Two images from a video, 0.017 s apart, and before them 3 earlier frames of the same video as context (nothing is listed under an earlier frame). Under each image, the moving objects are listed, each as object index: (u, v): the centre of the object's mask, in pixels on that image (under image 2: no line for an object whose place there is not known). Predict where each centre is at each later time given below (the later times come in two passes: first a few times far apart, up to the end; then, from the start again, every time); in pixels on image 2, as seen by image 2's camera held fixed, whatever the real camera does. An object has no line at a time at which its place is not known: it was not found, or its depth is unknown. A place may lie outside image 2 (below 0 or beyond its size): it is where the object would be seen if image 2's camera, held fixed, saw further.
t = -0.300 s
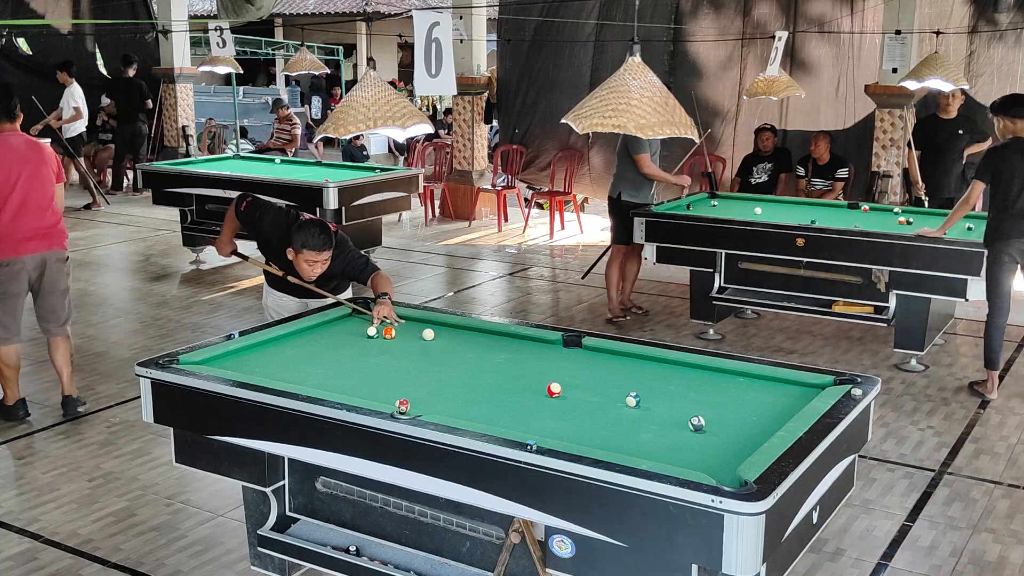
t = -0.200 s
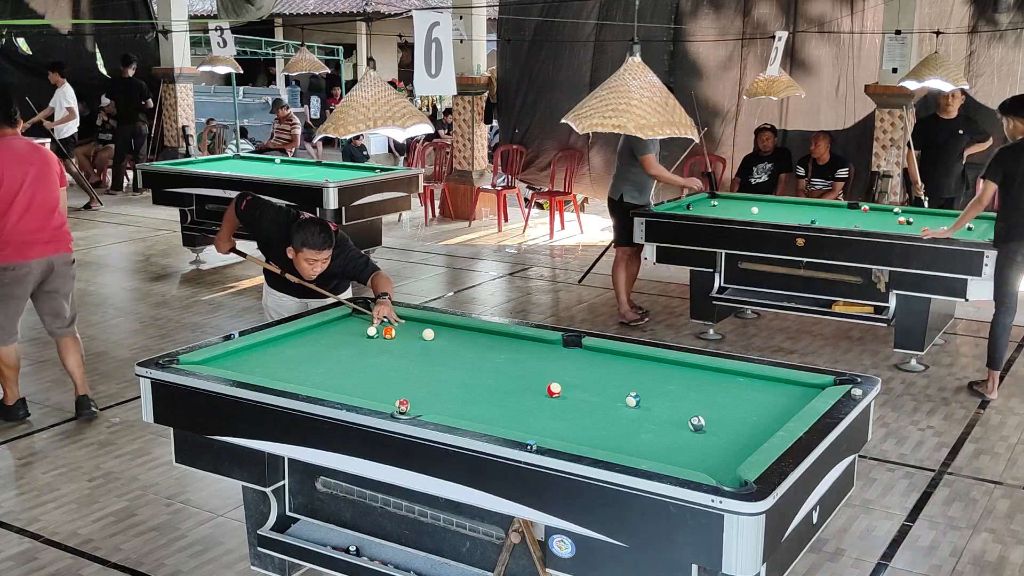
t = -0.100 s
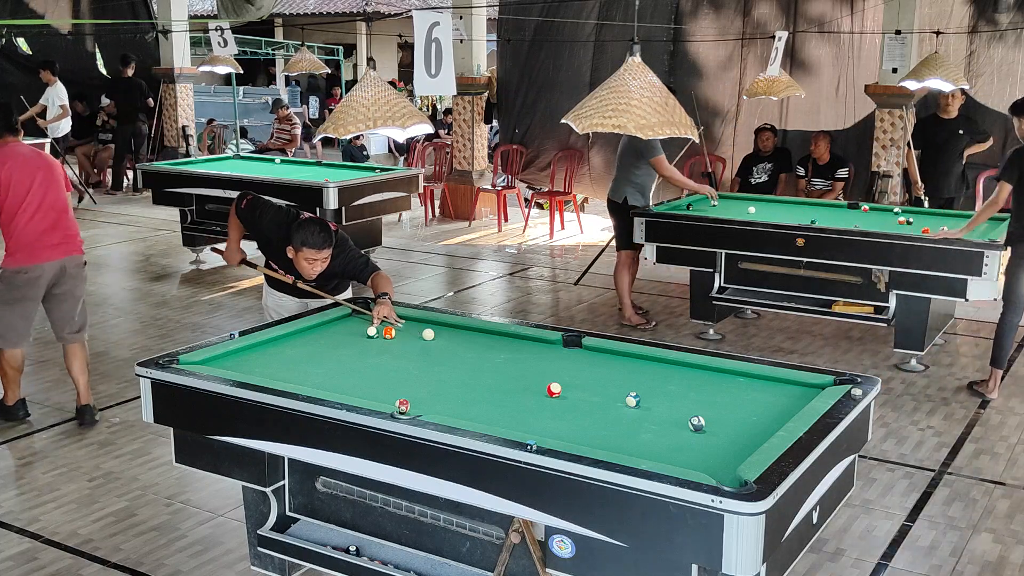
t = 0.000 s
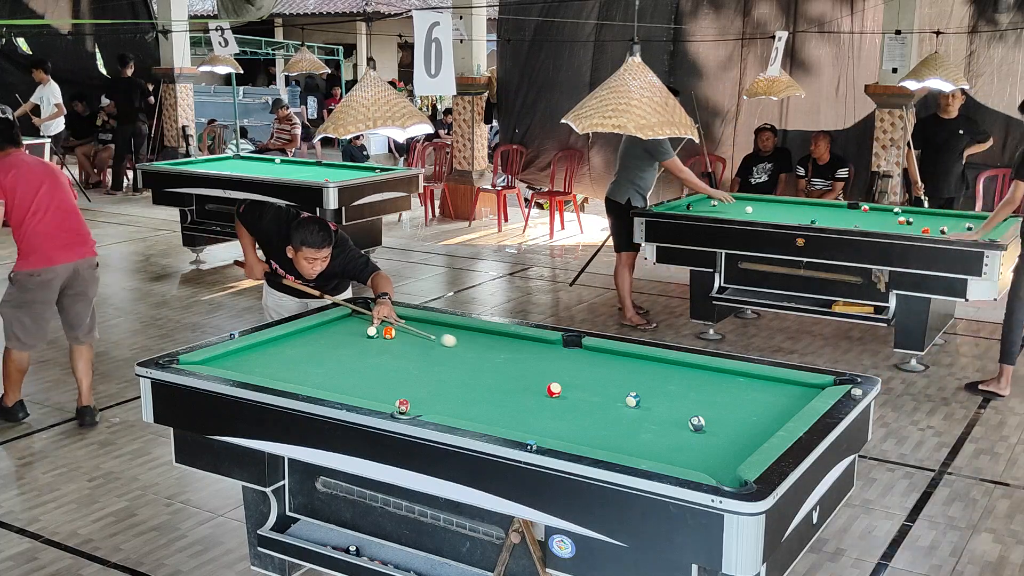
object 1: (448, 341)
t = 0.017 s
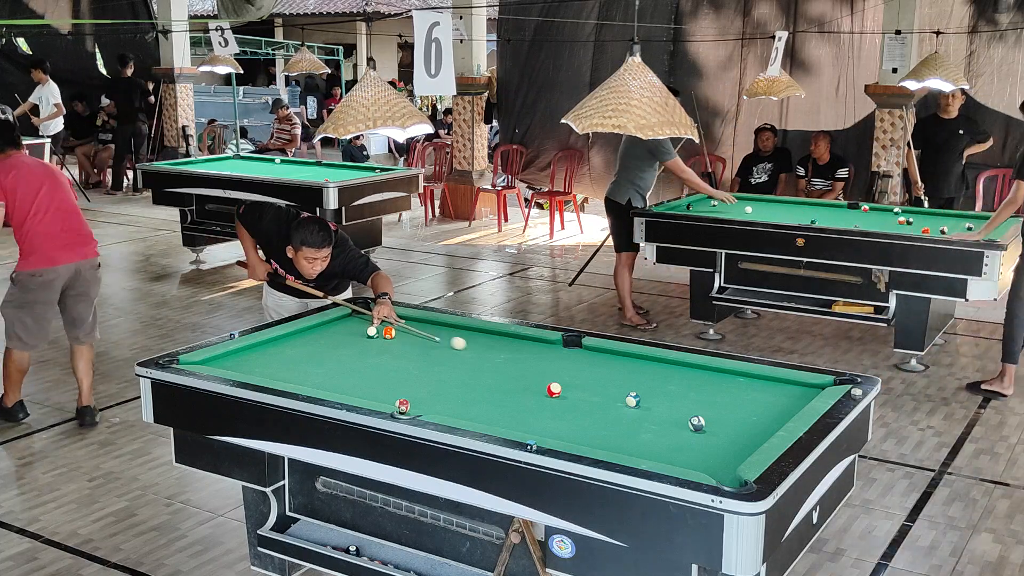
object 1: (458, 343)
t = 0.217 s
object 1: (577, 379)
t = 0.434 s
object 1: (677, 394)
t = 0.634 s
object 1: (753, 397)
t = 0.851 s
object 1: (798, 394)
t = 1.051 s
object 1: (767, 380)
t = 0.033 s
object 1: (468, 346)
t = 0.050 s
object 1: (478, 349)
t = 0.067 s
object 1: (488, 352)
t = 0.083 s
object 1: (497, 356)
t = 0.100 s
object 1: (507, 358)
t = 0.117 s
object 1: (517, 362)
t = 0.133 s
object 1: (527, 364)
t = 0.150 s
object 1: (537, 367)
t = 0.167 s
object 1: (547, 370)
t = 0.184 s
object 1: (557, 373)
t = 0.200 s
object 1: (567, 376)
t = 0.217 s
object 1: (577, 379)
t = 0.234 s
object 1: (586, 382)
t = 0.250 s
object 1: (596, 385)
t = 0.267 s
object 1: (606, 388)
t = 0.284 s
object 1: (615, 391)
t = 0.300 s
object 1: (623, 393)
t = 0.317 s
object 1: (632, 393)
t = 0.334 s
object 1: (639, 393)
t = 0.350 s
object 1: (645, 394)
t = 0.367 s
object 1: (652, 394)
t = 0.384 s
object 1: (658, 394)
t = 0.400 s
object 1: (664, 394)
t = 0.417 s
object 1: (671, 394)
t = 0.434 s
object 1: (677, 394)
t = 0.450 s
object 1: (683, 395)
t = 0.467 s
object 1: (689, 395)
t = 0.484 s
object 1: (696, 395)
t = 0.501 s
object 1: (702, 395)
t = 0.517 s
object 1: (709, 395)
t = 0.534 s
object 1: (715, 396)
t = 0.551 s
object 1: (721, 396)
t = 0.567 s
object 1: (728, 396)
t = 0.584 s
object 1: (734, 396)
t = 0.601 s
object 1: (740, 396)
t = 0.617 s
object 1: (746, 397)
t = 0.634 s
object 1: (753, 397)
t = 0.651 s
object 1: (759, 397)
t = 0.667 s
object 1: (765, 397)
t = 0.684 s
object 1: (771, 397)
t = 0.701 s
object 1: (777, 398)
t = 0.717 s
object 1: (784, 398)
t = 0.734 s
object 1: (790, 398)
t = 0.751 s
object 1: (796, 398)
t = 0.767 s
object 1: (802, 398)
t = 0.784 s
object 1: (807, 397)
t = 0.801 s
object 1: (807, 397)
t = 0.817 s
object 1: (804, 396)
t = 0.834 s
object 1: (801, 395)
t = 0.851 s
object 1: (798, 394)
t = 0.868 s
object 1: (796, 392)
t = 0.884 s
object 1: (793, 391)
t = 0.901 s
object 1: (790, 390)
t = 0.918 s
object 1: (788, 389)
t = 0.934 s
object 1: (785, 388)
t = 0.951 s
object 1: (782, 387)
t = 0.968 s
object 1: (780, 386)
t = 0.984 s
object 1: (777, 385)
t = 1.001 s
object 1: (775, 383)
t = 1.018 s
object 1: (772, 382)
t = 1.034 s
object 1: (770, 381)
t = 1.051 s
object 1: (767, 380)
